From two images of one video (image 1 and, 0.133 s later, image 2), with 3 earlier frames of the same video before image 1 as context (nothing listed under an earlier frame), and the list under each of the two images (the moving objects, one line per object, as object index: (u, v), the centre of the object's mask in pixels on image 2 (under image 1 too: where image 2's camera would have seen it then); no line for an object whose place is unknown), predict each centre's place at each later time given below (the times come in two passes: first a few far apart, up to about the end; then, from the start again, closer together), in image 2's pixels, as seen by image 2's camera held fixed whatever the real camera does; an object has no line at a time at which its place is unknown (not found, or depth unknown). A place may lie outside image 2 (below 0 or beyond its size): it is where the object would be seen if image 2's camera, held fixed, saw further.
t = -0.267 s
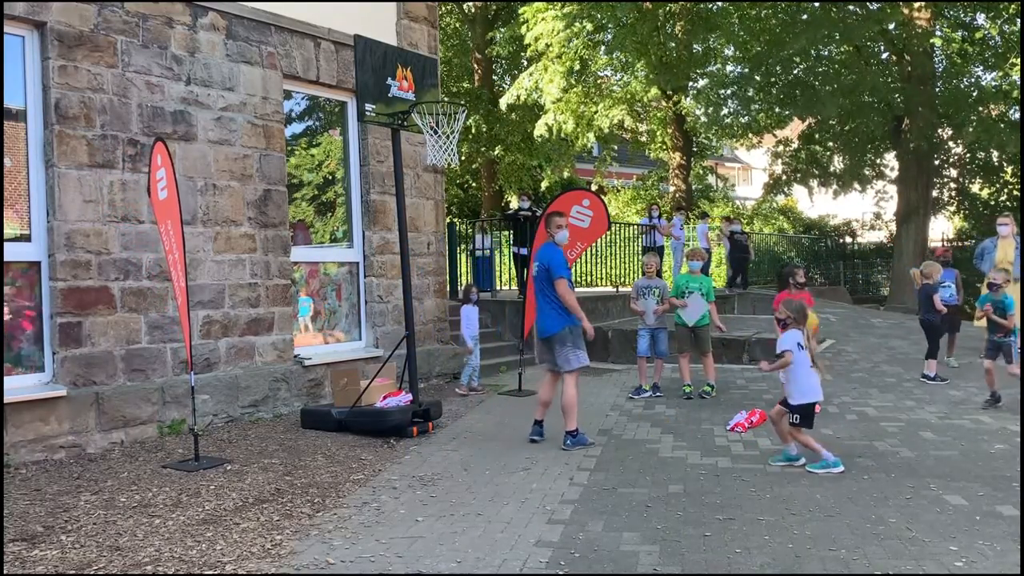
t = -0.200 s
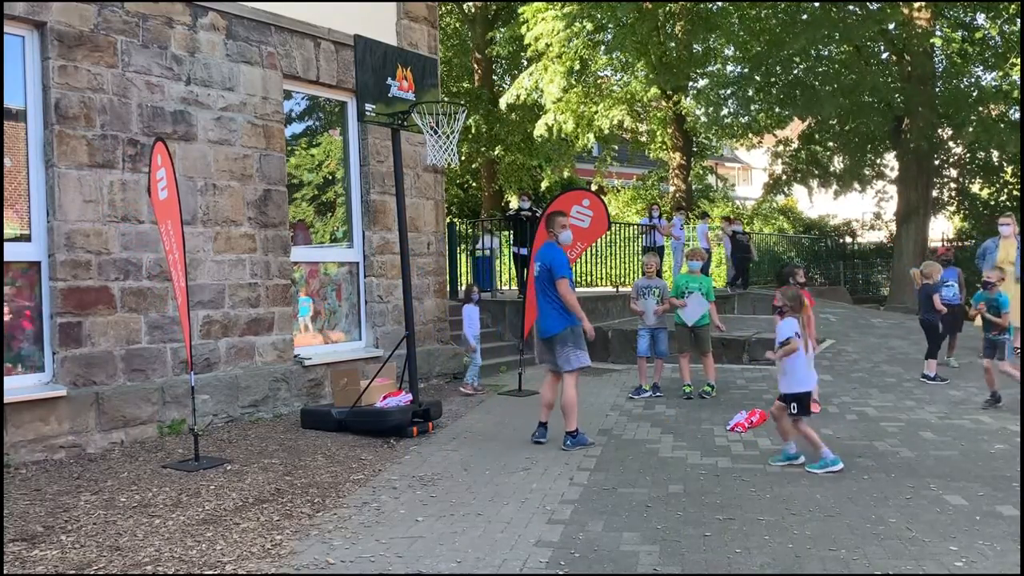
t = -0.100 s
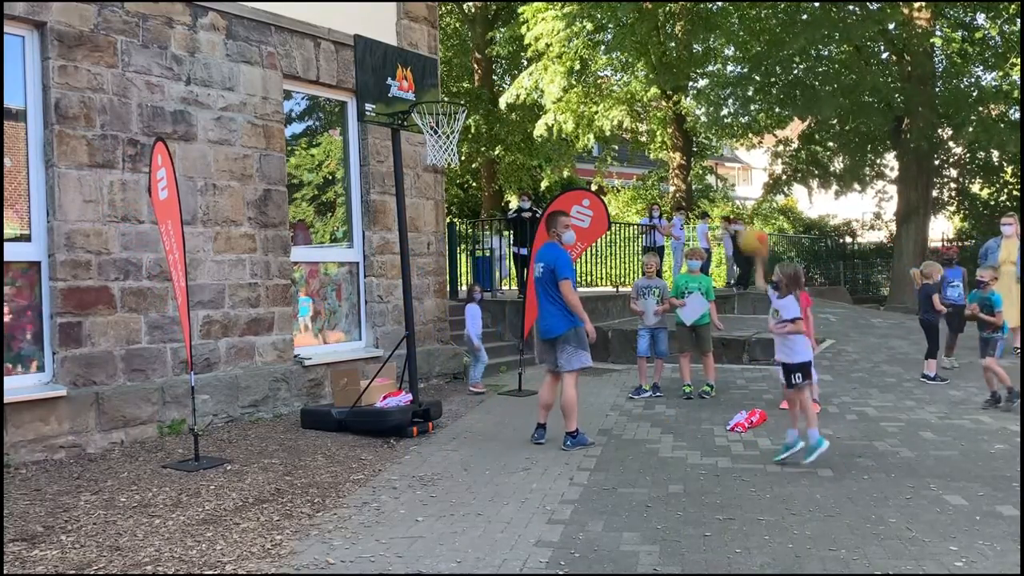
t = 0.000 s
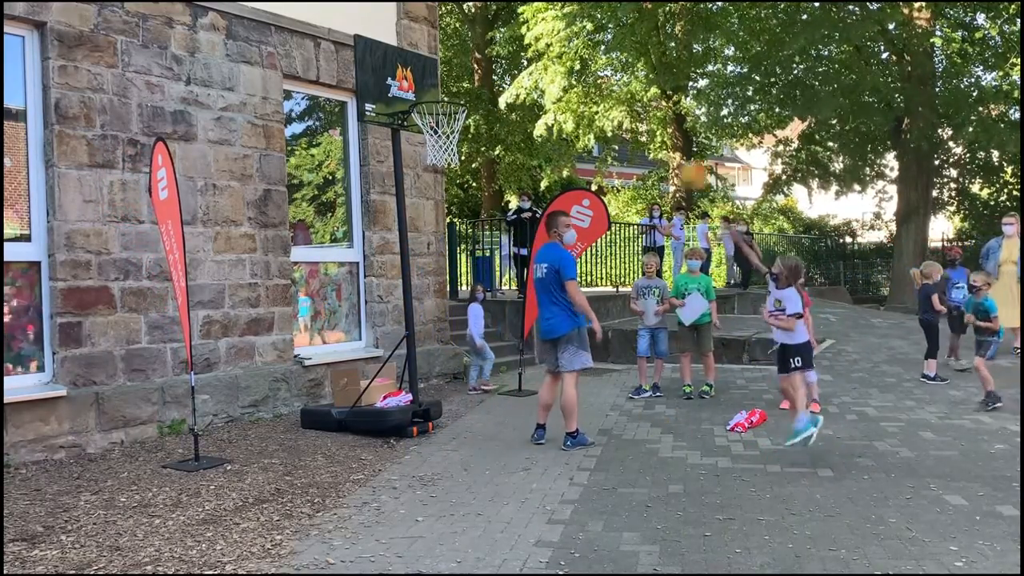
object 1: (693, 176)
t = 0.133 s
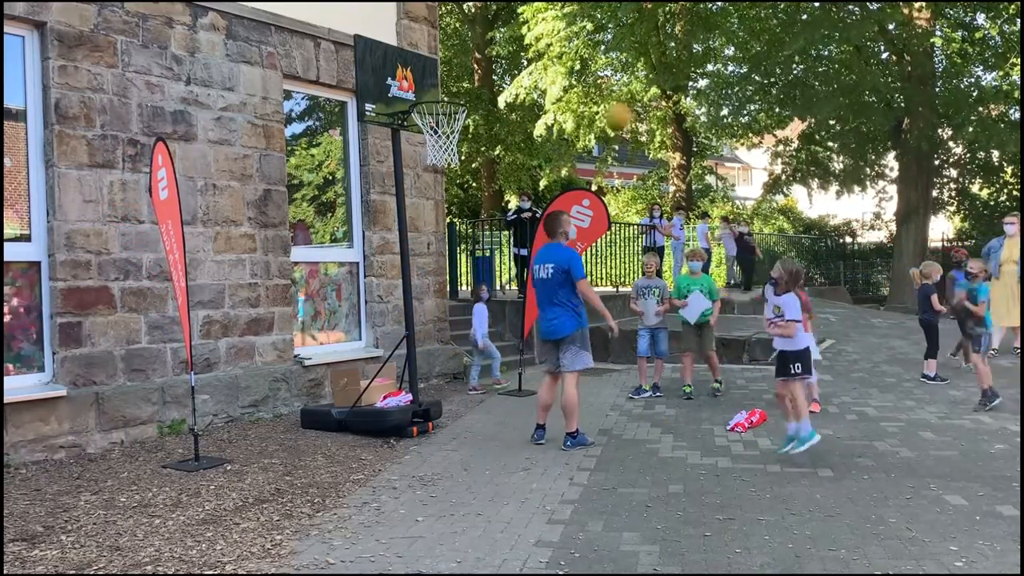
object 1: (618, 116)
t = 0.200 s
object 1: (585, 96)
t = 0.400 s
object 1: (492, 76)
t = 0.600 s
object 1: (422, 92)
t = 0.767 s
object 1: (438, 50)
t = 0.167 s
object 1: (600, 106)
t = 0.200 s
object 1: (585, 96)
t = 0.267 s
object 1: (552, 84)
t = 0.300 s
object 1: (536, 80)
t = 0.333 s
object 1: (521, 76)
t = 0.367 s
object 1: (506, 76)
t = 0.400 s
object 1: (492, 76)
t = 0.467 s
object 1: (465, 80)
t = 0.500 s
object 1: (451, 85)
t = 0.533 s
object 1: (437, 89)
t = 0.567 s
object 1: (425, 93)
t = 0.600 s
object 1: (422, 92)
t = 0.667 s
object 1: (428, 73)
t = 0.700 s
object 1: (431, 64)
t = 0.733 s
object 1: (435, 57)
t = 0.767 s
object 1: (438, 50)
